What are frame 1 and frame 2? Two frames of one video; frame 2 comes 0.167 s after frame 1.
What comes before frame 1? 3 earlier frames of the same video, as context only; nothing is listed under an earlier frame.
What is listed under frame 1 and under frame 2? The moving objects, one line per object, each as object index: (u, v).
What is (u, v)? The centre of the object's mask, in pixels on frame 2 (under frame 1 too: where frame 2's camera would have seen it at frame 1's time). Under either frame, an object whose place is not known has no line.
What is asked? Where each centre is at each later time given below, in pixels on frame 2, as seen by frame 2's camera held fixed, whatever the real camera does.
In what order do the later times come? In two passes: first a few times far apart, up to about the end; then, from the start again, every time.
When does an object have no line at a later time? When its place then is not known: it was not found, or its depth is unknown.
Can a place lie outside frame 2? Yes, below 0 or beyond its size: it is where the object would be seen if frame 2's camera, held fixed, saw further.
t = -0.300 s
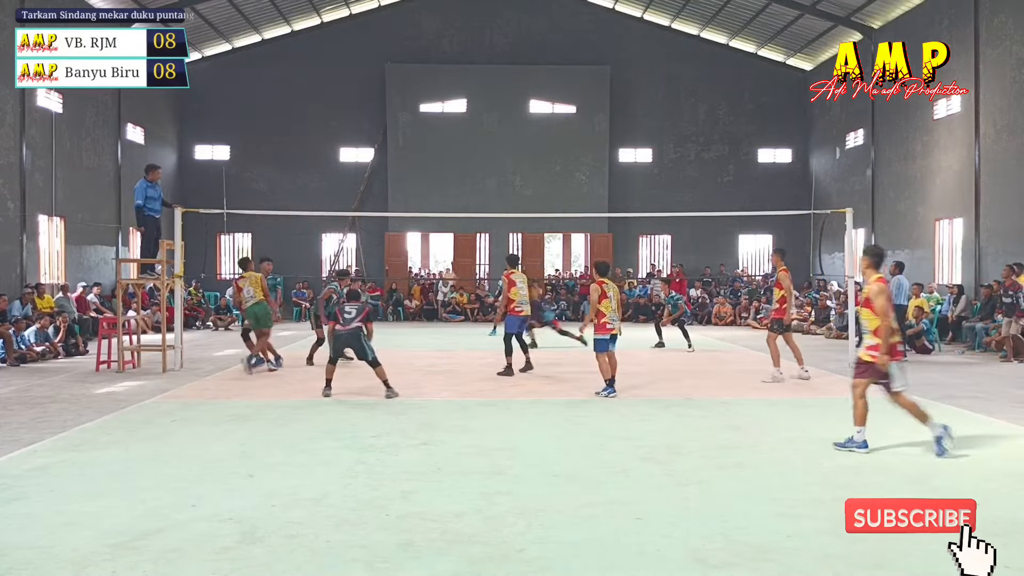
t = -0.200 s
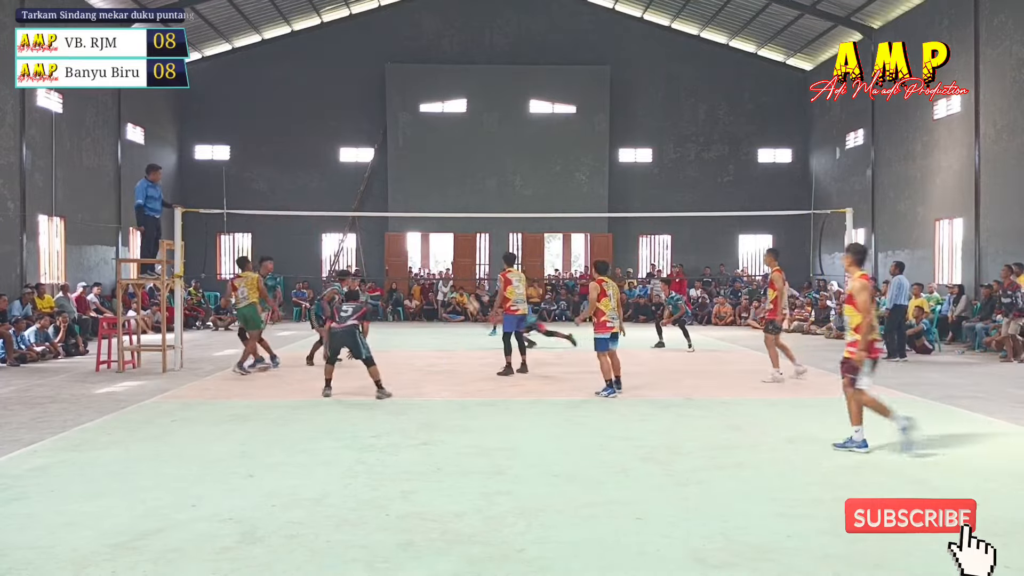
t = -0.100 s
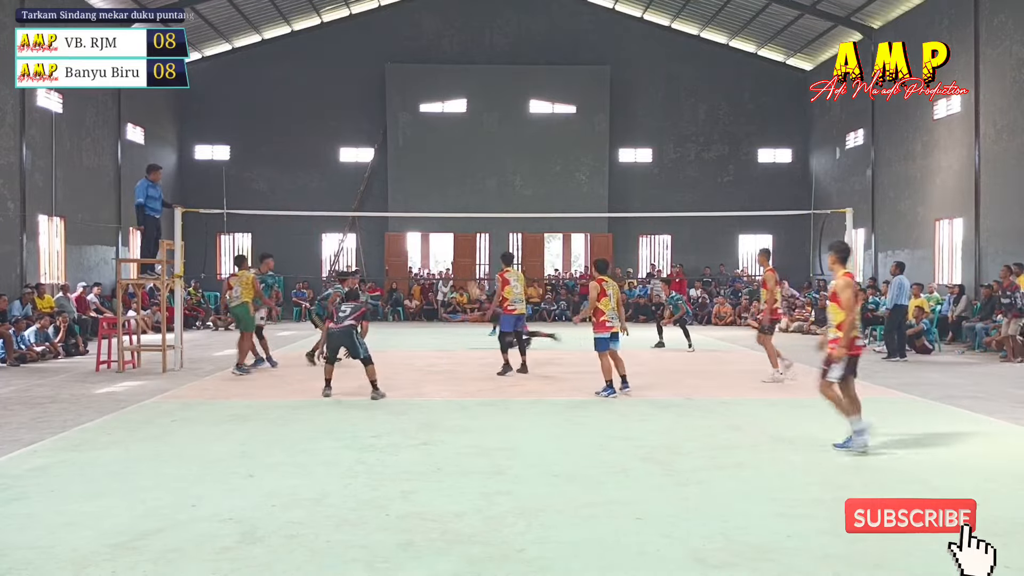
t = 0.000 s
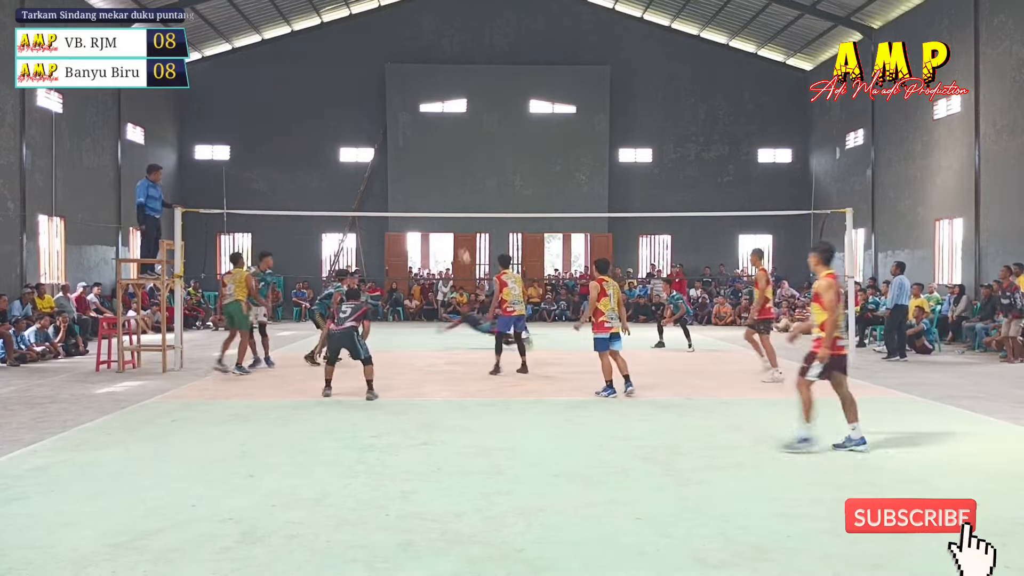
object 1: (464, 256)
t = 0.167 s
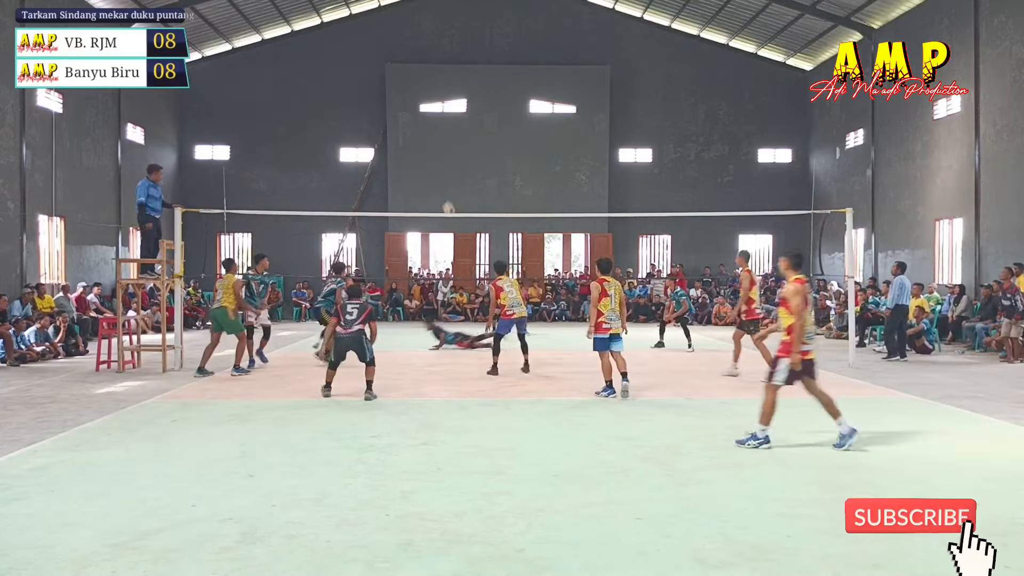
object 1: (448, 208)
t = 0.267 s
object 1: (440, 188)
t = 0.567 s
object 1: (414, 154)
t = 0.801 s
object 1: (394, 160)
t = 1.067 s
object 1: (371, 205)
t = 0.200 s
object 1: (446, 202)
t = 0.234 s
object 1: (443, 194)
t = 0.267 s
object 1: (440, 188)
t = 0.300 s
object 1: (437, 182)
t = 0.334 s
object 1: (434, 176)
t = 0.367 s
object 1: (431, 172)
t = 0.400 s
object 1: (428, 167)
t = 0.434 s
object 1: (426, 163)
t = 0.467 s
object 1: (423, 160)
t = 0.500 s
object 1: (420, 157)
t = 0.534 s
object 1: (417, 155)
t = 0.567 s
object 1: (414, 154)
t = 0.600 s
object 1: (411, 153)
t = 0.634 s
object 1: (408, 153)
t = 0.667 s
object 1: (405, 153)
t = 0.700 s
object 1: (403, 154)
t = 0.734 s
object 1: (400, 155)
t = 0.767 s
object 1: (397, 157)
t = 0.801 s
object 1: (394, 160)
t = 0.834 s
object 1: (391, 164)
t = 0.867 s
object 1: (388, 168)
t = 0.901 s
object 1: (385, 172)
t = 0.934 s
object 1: (382, 178)
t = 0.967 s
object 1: (379, 184)
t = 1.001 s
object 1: (377, 190)
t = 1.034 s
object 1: (374, 198)
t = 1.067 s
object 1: (371, 205)
